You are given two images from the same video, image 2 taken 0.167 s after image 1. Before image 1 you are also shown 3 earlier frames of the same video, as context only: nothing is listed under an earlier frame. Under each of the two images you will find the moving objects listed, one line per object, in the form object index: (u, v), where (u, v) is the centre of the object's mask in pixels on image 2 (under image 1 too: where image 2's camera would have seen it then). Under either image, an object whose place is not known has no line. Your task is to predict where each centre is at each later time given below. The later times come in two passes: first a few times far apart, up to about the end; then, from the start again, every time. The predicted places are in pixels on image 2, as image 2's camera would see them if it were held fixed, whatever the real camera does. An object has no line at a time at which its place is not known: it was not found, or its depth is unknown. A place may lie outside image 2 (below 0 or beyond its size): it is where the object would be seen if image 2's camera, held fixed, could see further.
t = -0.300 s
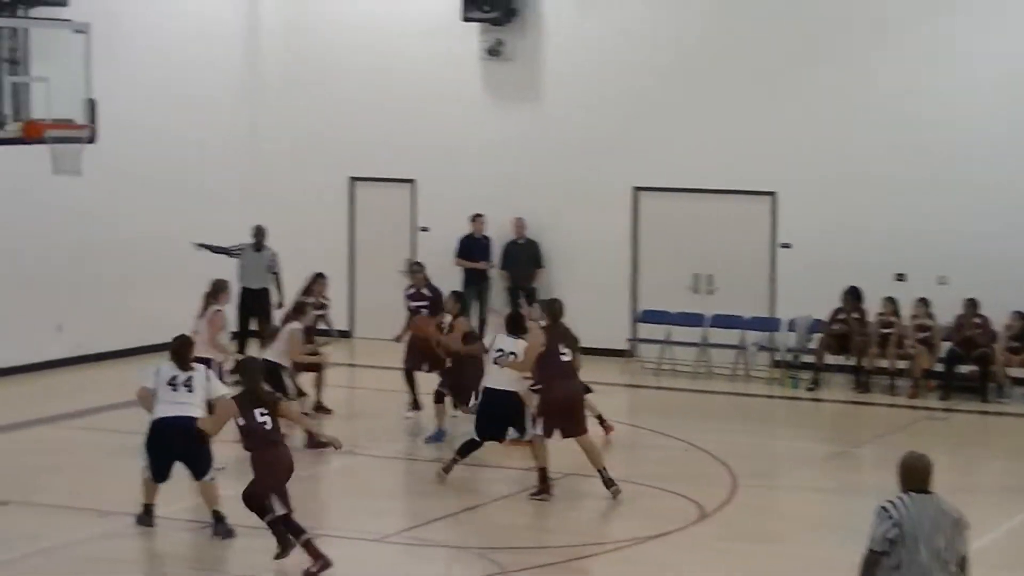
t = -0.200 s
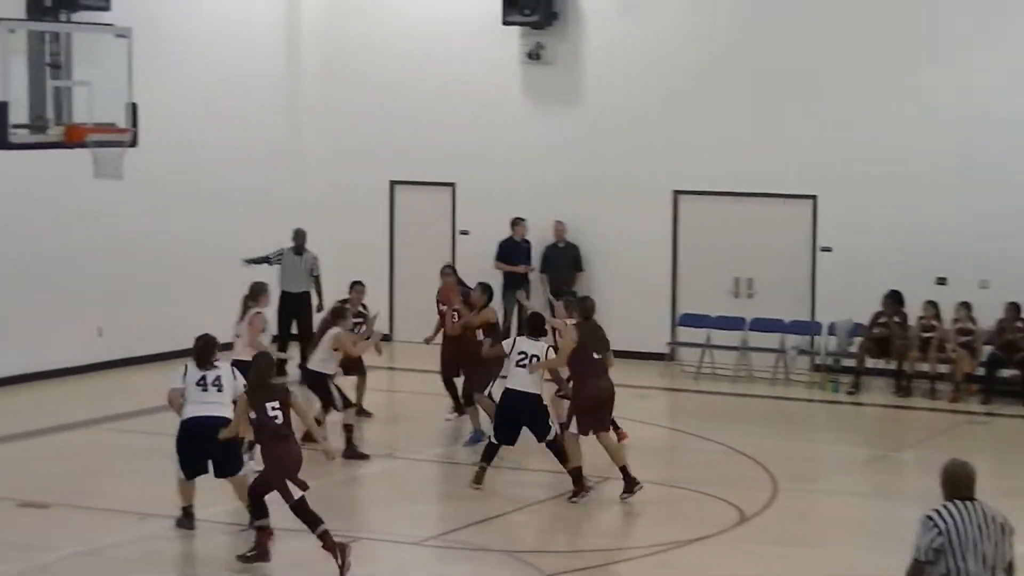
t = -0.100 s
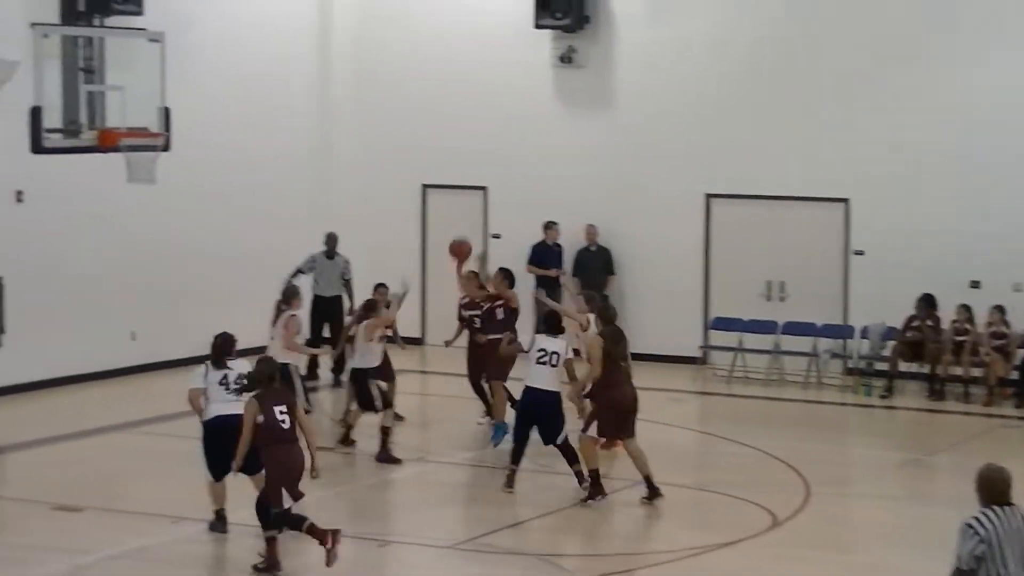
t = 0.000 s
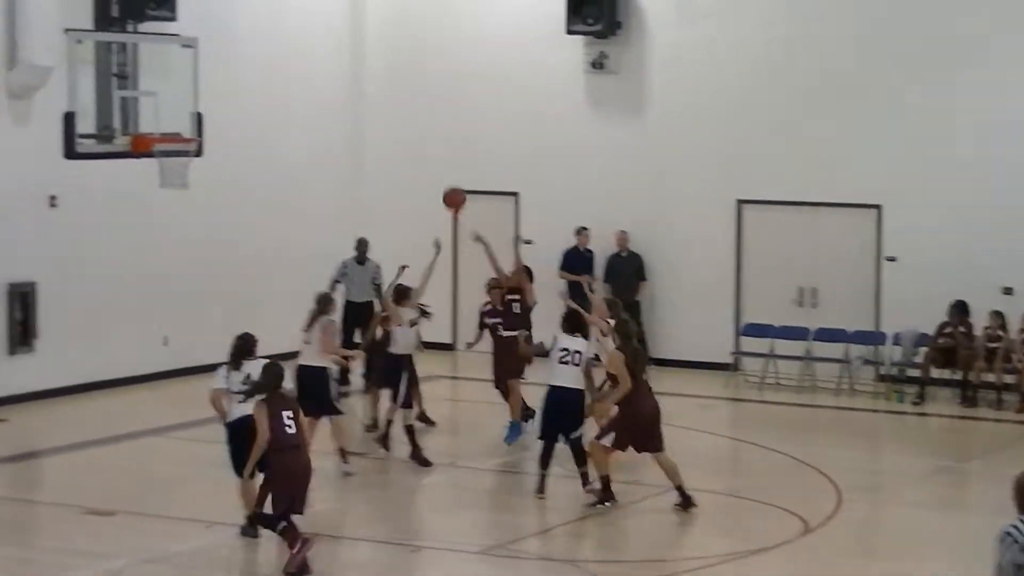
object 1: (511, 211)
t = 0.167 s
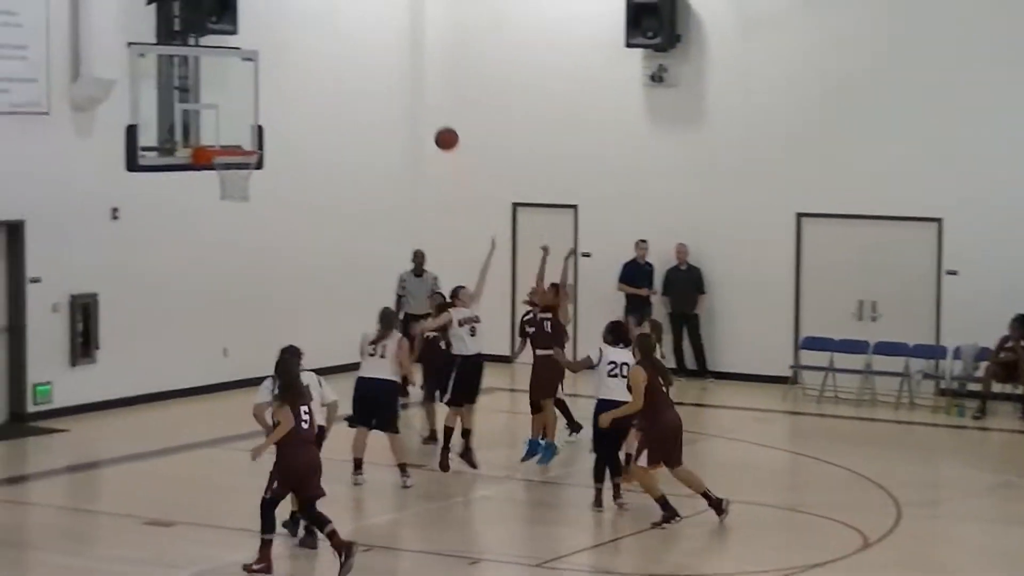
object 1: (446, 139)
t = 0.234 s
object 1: (420, 117)
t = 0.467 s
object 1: (325, 76)
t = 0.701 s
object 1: (226, 93)
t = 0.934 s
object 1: (198, 157)
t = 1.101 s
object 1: (207, 239)
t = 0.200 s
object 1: (433, 127)
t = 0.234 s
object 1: (420, 117)
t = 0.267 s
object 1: (406, 108)
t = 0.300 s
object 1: (393, 100)
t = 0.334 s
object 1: (380, 93)
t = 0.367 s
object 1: (366, 87)
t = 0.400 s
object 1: (352, 82)
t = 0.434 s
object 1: (338, 78)
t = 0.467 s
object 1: (325, 76)
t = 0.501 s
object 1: (311, 75)
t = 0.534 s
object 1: (297, 75)
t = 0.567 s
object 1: (283, 76)
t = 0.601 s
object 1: (269, 78)
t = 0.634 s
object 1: (255, 82)
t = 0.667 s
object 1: (240, 86)
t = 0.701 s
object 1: (226, 93)
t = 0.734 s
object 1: (212, 100)
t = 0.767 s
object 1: (197, 109)
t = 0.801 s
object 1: (193, 116)
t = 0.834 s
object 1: (195, 124)
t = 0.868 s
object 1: (196, 135)
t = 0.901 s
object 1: (197, 143)
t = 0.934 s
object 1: (198, 157)
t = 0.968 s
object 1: (201, 170)
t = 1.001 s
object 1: (201, 185)
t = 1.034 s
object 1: (203, 202)
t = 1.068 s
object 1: (205, 220)
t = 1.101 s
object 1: (207, 239)
